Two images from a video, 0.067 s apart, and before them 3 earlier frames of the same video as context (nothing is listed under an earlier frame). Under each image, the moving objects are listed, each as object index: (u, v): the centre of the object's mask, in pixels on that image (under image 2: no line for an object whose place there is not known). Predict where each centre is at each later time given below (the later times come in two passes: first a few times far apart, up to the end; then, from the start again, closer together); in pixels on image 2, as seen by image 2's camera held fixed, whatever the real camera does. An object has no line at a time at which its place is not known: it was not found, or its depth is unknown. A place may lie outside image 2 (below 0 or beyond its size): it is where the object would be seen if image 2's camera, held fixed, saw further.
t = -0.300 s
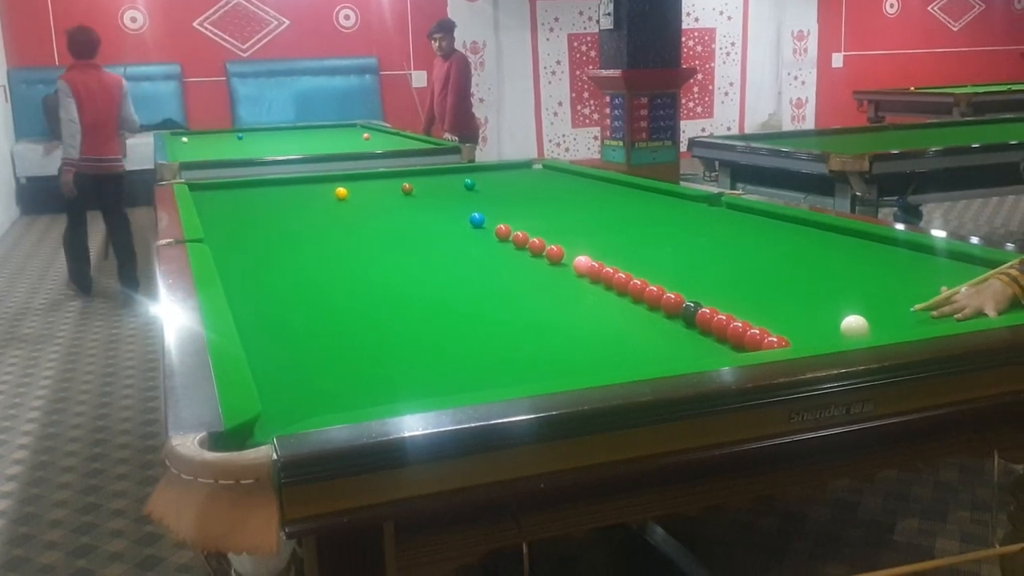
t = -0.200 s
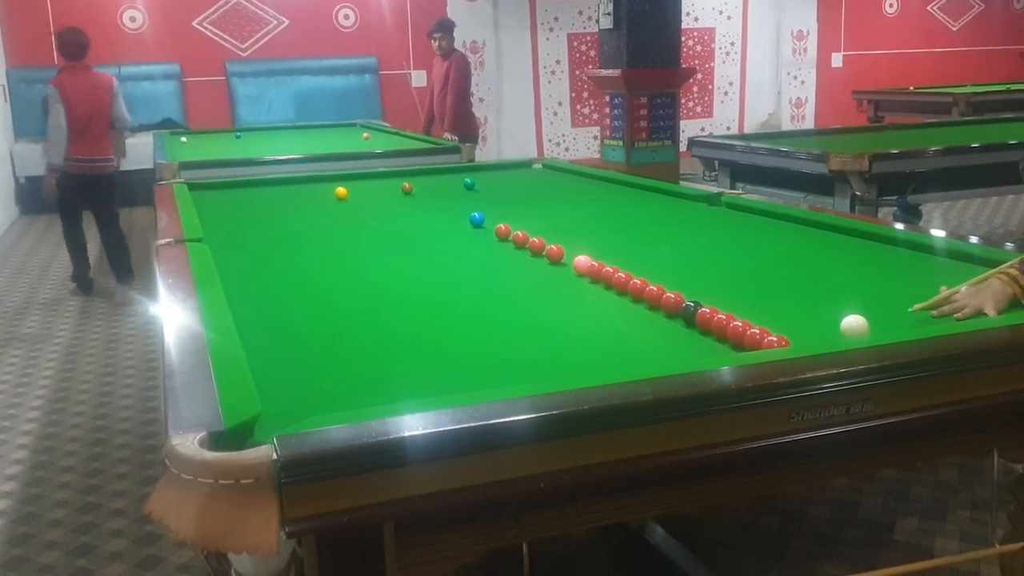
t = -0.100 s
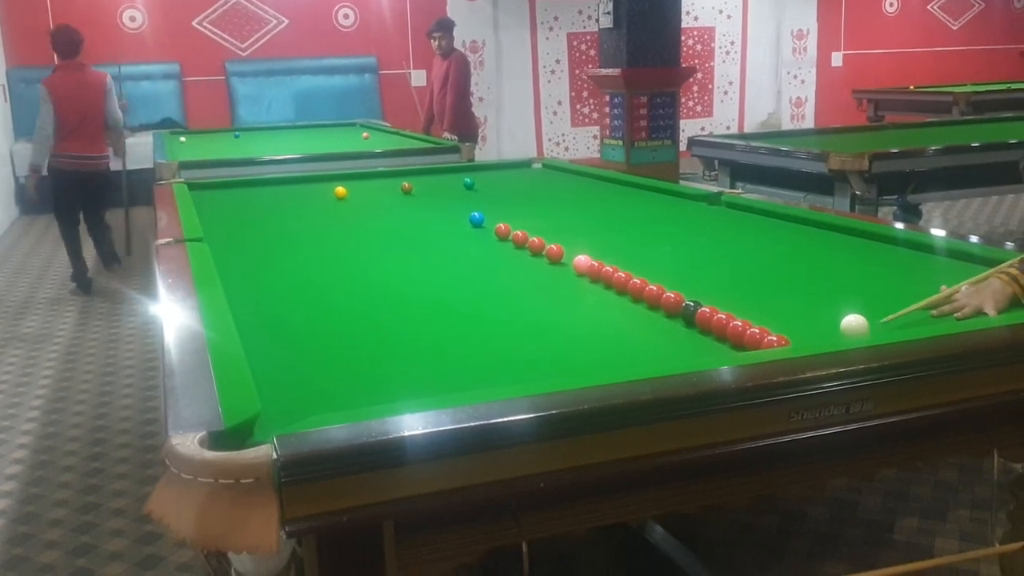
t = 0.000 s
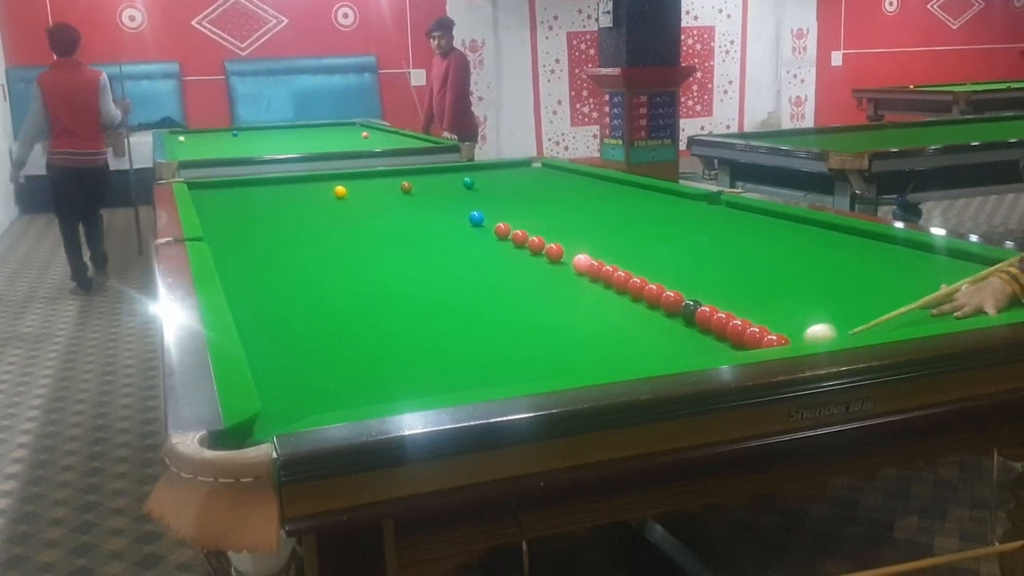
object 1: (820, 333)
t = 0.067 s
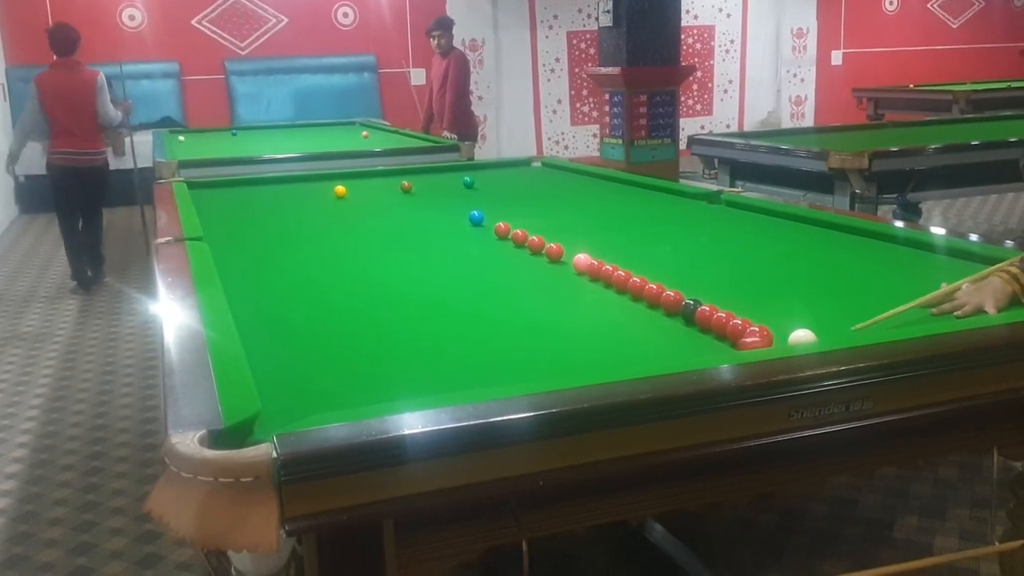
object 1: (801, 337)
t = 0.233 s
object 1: (799, 332)
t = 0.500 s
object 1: (796, 323)
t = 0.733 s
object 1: (794, 314)
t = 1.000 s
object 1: (793, 306)
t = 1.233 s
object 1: (793, 300)
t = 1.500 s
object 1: (795, 295)
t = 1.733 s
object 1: (796, 291)
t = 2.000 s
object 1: (796, 287)
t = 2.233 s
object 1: (797, 286)
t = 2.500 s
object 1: (798, 285)
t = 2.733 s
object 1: (797, 284)
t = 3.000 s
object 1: (796, 284)
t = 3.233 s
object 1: (797, 284)
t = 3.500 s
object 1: (797, 284)
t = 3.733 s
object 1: (796, 283)
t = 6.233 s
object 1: (797, 285)
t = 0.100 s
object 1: (801, 336)
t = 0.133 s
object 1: (801, 336)
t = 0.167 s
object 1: (800, 335)
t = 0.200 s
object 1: (800, 333)
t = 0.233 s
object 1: (799, 332)
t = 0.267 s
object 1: (799, 331)
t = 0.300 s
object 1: (798, 330)
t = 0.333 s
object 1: (798, 330)
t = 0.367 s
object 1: (798, 329)
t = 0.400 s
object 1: (797, 328)
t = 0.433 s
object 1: (797, 327)
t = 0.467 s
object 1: (796, 325)
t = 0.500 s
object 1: (796, 323)
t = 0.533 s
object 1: (796, 322)
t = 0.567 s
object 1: (796, 320)
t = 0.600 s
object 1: (795, 319)
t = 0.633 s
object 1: (795, 318)
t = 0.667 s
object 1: (795, 317)
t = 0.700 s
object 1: (795, 316)
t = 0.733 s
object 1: (794, 314)
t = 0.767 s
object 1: (794, 313)
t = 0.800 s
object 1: (794, 312)
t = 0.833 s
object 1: (794, 311)
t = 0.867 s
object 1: (794, 310)
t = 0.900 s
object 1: (794, 309)
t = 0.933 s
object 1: (794, 308)
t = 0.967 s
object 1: (793, 307)
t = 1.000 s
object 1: (793, 306)
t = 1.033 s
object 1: (793, 305)
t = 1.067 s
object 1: (794, 304)
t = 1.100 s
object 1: (794, 303)
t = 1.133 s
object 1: (794, 303)
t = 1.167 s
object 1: (794, 302)
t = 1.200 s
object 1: (794, 301)
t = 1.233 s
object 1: (793, 300)
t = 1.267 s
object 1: (794, 299)
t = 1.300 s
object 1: (794, 299)
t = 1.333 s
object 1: (794, 298)
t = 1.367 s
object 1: (794, 297)
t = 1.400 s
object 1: (794, 296)
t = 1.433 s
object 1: (795, 296)
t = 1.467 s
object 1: (795, 295)
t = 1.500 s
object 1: (795, 295)
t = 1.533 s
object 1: (795, 294)
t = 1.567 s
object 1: (795, 294)
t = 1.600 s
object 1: (795, 293)
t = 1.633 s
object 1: (796, 293)
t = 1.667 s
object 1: (795, 292)
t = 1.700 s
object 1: (795, 291)
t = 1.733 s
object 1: (796, 291)
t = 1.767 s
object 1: (796, 290)
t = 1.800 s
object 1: (796, 290)
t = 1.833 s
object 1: (796, 289)
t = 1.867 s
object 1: (796, 289)
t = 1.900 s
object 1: (795, 288)
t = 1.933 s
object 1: (795, 288)
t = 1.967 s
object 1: (795, 288)
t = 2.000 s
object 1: (796, 287)
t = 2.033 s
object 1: (796, 287)
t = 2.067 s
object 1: (797, 287)
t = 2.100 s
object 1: (797, 287)
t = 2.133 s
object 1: (797, 287)
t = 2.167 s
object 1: (797, 287)
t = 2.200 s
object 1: (797, 286)
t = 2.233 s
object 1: (797, 286)
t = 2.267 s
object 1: (797, 286)
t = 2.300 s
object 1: (797, 285)
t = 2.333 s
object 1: (797, 285)
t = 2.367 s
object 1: (797, 285)
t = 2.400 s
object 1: (797, 285)
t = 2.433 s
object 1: (797, 285)
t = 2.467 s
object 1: (798, 285)
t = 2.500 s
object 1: (798, 285)
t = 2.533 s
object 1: (798, 285)
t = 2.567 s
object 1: (797, 284)
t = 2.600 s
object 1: (797, 284)
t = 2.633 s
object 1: (797, 284)
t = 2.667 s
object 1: (797, 284)
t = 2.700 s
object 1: (797, 284)
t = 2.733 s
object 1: (797, 284)
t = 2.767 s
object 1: (797, 284)
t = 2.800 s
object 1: (797, 284)
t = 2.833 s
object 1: (797, 284)
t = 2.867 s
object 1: (796, 284)
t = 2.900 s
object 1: (796, 284)
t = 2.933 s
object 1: (796, 284)
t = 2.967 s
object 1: (796, 284)
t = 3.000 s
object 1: (796, 284)
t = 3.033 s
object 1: (796, 284)
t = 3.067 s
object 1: (796, 284)
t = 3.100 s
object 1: (796, 284)
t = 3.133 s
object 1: (796, 284)
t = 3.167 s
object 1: (796, 284)
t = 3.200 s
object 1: (796, 284)
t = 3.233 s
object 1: (797, 284)
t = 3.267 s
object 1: (797, 284)
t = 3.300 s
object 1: (797, 284)
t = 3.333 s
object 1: (797, 284)
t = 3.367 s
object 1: (797, 284)
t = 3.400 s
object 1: (797, 285)
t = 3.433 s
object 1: (797, 284)
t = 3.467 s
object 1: (797, 284)
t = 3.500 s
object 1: (797, 284)
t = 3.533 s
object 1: (797, 285)
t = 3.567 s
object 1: (797, 284)
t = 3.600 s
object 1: (797, 284)
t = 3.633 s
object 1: (796, 284)
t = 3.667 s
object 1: (796, 284)
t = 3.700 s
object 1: (795, 283)
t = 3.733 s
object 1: (796, 283)
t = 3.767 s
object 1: (796, 283)
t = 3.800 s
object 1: (796, 284)
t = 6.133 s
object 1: (797, 285)
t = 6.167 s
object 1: (798, 285)
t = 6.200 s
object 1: (798, 285)
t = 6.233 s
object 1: (797, 285)
